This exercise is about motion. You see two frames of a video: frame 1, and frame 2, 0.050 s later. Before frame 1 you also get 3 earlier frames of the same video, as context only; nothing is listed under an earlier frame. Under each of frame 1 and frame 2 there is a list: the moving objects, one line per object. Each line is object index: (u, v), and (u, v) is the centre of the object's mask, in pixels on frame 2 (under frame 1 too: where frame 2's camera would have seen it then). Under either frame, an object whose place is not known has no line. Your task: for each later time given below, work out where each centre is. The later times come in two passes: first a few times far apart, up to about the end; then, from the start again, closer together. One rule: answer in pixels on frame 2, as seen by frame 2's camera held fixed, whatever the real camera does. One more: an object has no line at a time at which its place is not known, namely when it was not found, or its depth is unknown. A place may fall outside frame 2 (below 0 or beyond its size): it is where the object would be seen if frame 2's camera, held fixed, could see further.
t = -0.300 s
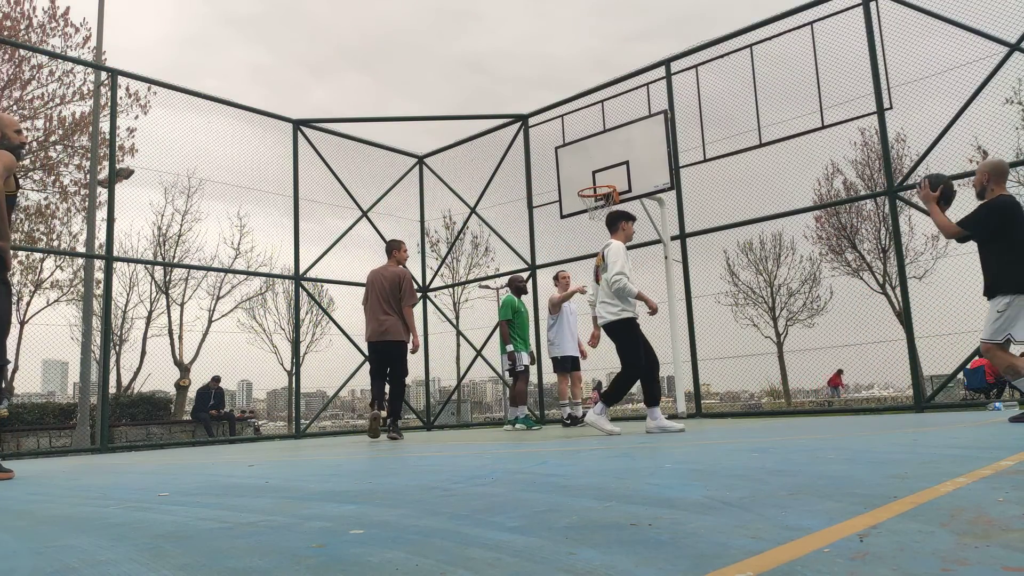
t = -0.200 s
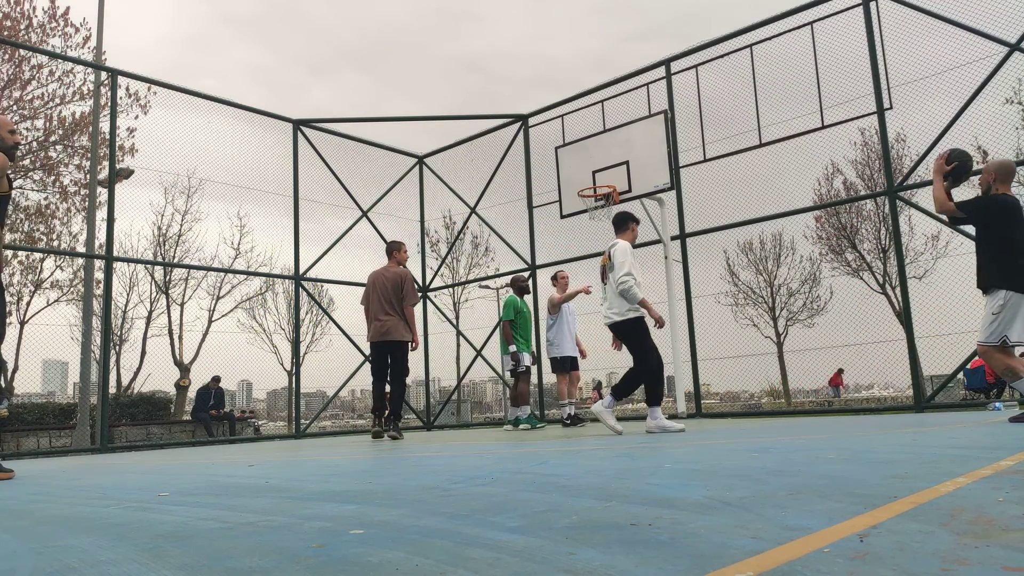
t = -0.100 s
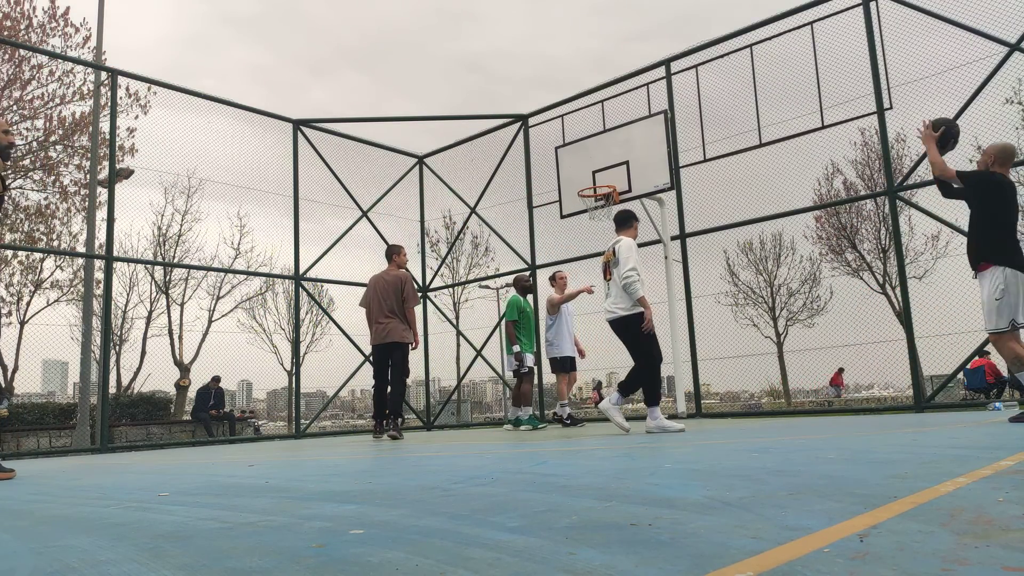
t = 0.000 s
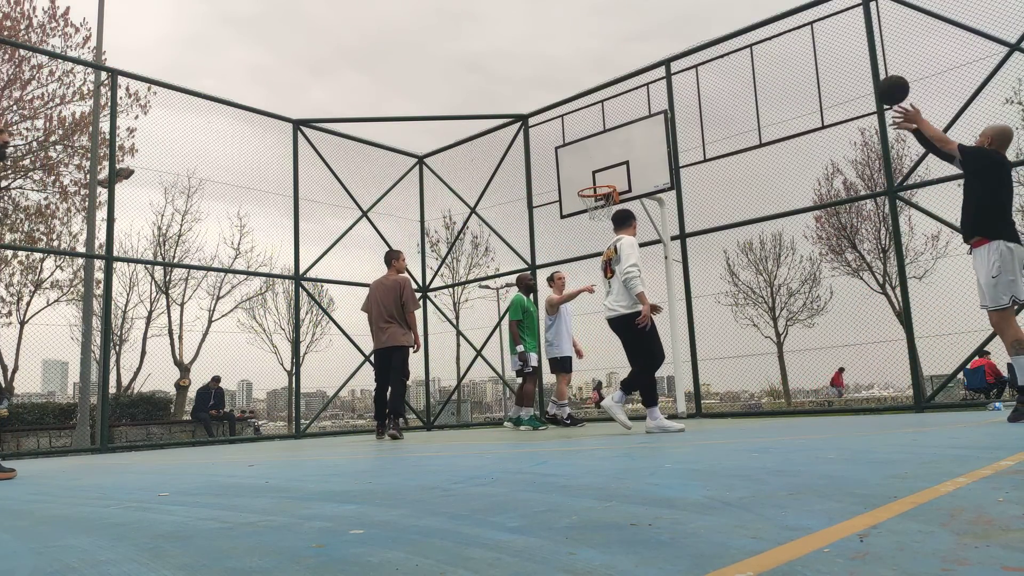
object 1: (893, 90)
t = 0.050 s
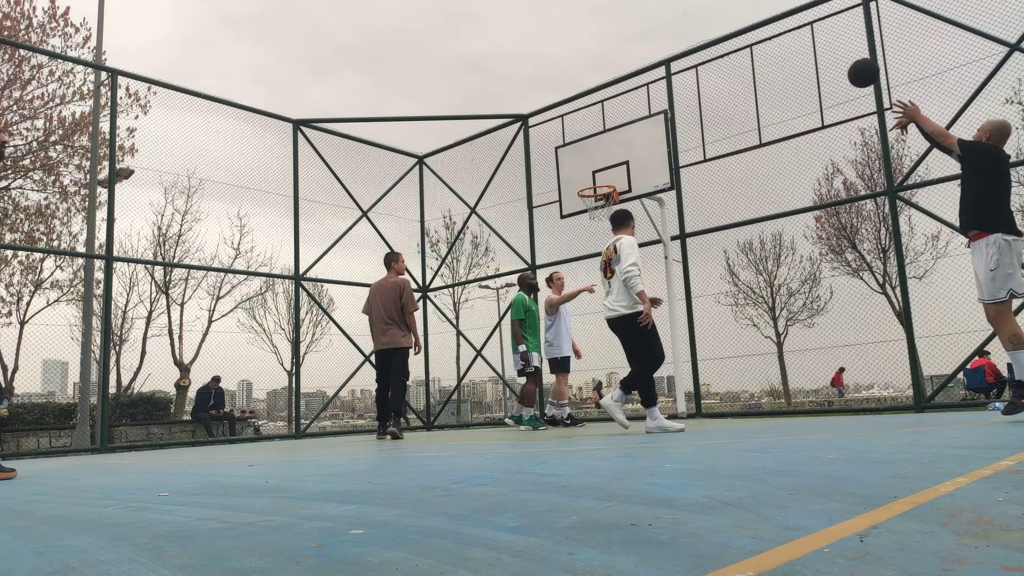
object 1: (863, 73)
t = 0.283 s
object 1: (757, 37)
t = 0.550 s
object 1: (675, 60)
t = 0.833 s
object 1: (614, 135)
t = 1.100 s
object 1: (599, 153)
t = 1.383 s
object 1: (629, 107)
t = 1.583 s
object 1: (656, 111)
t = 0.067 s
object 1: (854, 68)
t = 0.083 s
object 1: (846, 63)
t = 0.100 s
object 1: (837, 59)
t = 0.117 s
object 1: (829, 55)
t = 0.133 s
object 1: (821, 52)
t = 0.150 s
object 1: (813, 49)
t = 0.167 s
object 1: (805, 46)
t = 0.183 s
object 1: (798, 44)
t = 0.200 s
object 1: (791, 42)
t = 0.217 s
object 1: (784, 40)
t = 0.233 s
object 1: (777, 39)
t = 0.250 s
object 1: (770, 38)
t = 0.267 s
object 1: (764, 37)
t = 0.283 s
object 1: (757, 37)
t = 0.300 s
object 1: (751, 36)
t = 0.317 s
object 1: (745, 36)
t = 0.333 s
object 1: (740, 37)
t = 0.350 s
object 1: (734, 37)
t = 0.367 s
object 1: (728, 38)
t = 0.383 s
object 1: (723, 39)
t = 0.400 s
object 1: (718, 40)
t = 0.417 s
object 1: (712, 41)
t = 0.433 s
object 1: (707, 43)
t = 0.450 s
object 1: (702, 45)
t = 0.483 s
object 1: (693, 49)
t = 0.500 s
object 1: (688, 51)
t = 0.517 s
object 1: (684, 54)
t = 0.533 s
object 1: (679, 57)
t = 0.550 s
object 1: (675, 60)
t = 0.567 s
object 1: (671, 63)
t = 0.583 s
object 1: (666, 66)
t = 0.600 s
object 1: (662, 70)
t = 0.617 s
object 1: (659, 73)
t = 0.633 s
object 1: (654, 77)
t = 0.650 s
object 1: (651, 81)
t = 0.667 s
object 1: (647, 85)
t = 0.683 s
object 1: (643, 90)
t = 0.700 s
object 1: (640, 94)
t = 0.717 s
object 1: (636, 99)
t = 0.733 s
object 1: (633, 103)
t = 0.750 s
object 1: (629, 109)
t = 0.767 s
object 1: (626, 114)
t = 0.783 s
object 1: (623, 119)
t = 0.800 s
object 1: (620, 124)
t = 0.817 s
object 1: (616, 129)
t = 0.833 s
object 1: (614, 135)
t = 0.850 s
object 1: (610, 141)
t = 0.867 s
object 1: (608, 147)
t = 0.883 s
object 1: (604, 153)
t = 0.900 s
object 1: (602, 159)
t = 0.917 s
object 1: (599, 165)
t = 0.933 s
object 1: (596, 171)
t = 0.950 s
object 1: (593, 177)
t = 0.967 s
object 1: (590, 184)
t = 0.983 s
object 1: (590, 186)
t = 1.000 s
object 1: (591, 180)
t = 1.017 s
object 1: (592, 176)
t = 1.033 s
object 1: (594, 171)
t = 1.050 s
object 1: (595, 166)
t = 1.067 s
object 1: (597, 162)
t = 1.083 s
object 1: (598, 157)
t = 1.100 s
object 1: (599, 153)
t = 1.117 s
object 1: (601, 149)
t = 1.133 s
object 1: (602, 145)
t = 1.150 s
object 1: (604, 141)
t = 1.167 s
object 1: (606, 137)
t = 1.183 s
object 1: (607, 134)
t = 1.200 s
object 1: (609, 131)
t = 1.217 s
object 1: (611, 128)
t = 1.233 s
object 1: (612, 125)
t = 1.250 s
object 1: (614, 122)
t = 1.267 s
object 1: (616, 120)
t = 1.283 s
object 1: (618, 117)
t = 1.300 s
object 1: (619, 115)
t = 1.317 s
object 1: (621, 113)
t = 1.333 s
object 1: (623, 111)
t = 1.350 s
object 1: (625, 110)
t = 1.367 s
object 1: (627, 108)
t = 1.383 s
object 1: (629, 107)
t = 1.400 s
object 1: (631, 106)
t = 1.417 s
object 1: (633, 105)
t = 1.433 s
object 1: (635, 105)
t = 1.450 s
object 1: (638, 105)
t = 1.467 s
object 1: (640, 105)
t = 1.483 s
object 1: (642, 105)
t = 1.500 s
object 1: (644, 105)
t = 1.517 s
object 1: (647, 106)
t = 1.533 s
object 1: (649, 106)
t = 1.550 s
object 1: (652, 108)
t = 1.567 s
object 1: (654, 109)
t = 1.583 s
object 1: (656, 111)
